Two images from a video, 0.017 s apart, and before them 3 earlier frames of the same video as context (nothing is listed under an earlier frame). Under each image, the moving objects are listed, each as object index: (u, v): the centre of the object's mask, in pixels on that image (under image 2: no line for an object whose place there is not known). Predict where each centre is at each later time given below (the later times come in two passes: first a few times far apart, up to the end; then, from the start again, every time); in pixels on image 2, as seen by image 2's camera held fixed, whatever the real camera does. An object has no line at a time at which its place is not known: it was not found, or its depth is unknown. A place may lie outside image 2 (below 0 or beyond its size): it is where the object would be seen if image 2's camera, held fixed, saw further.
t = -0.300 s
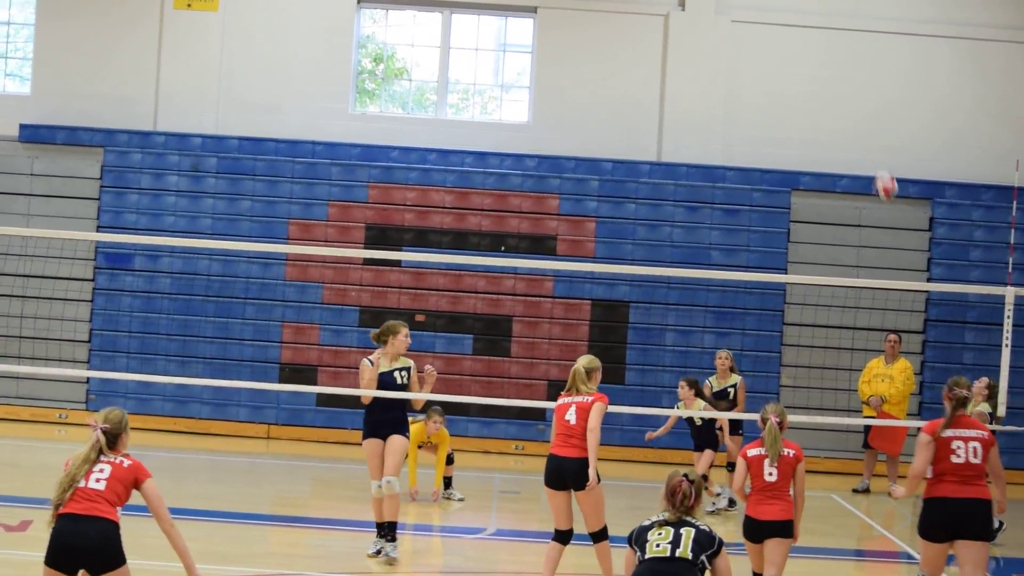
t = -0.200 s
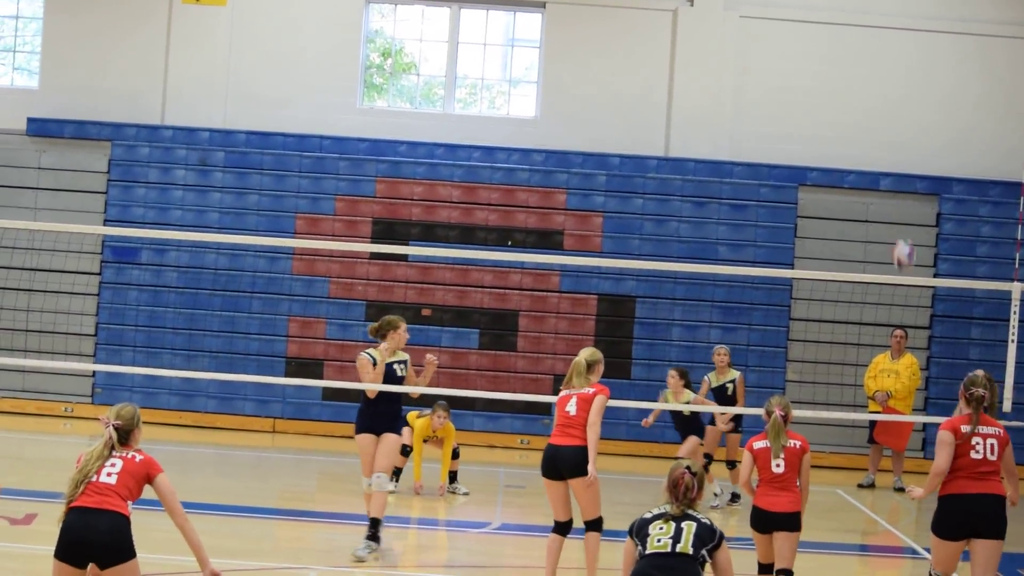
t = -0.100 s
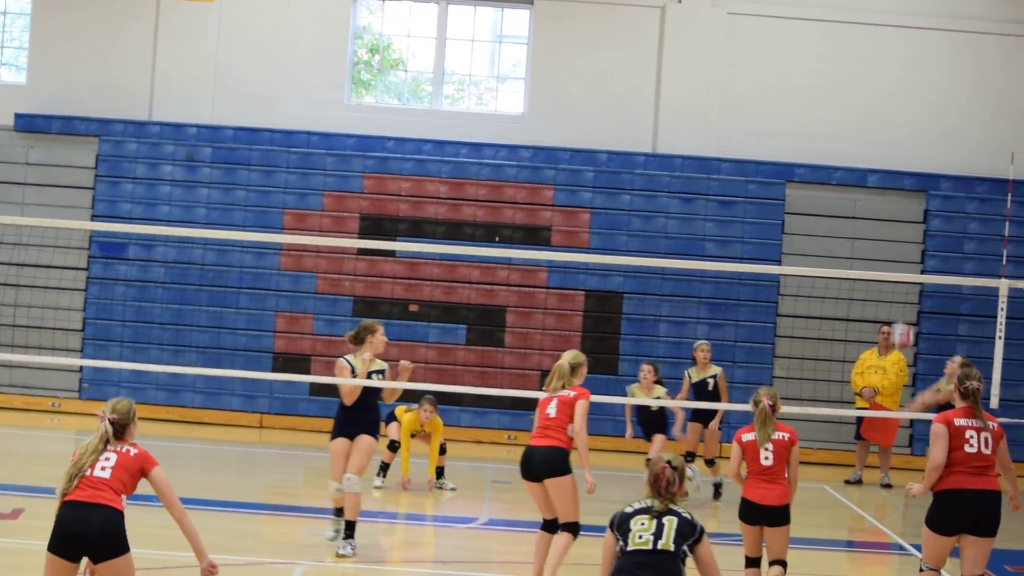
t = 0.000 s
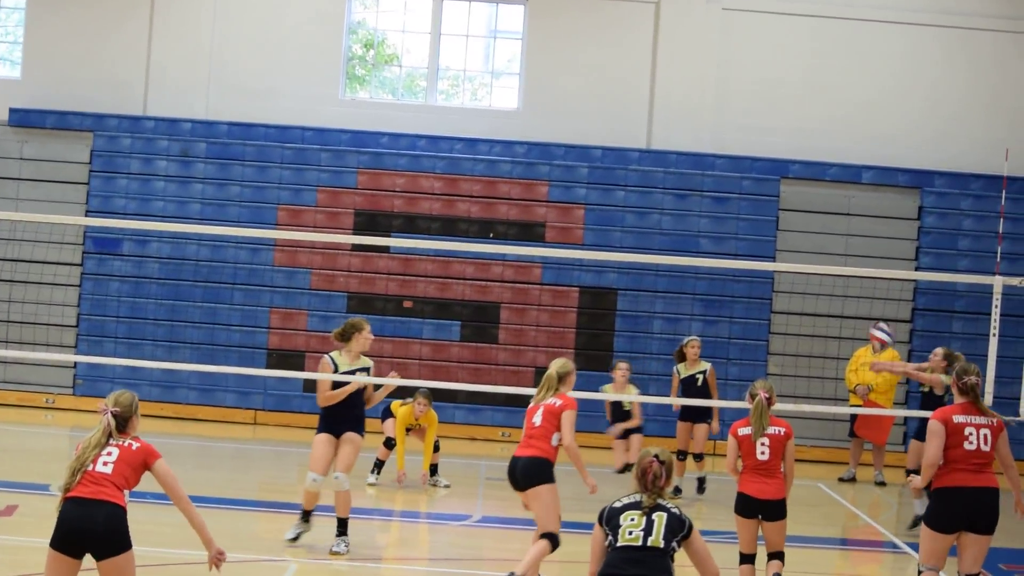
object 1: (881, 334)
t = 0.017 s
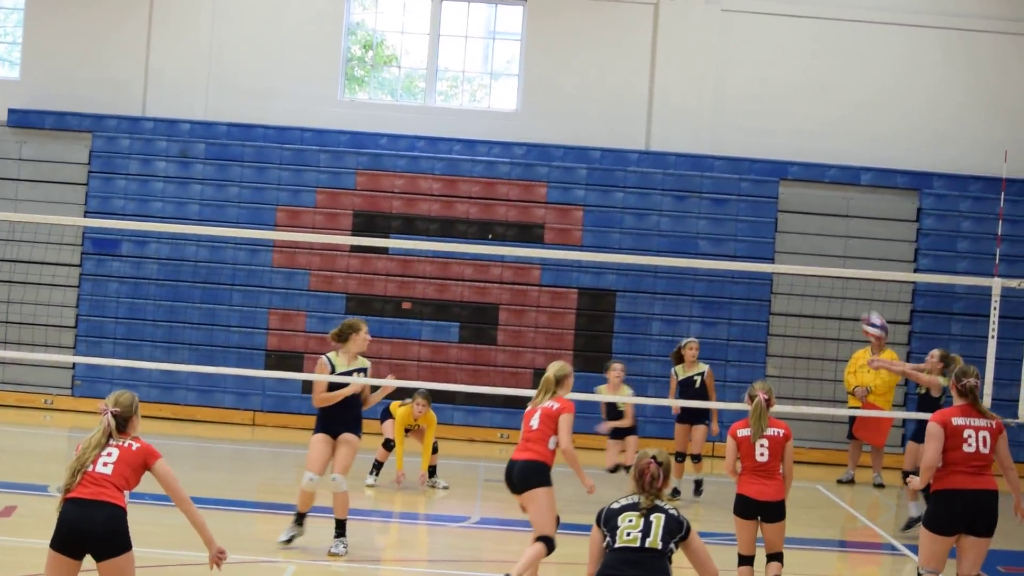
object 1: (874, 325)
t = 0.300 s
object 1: (757, 163)
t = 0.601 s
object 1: (595, 89)
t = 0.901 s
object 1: (389, 155)
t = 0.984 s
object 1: (324, 206)
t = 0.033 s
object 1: (868, 313)
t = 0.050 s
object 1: (862, 301)
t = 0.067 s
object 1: (856, 289)
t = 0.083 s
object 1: (850, 281)
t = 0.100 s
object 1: (843, 265)
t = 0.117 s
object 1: (835, 256)
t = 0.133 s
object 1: (829, 247)
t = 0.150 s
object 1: (822, 238)
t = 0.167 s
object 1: (815, 228)
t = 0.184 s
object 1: (808, 218)
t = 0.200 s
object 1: (800, 208)
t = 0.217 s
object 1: (793, 201)
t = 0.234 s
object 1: (786, 192)
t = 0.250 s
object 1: (779, 183)
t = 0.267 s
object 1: (772, 176)
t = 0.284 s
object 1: (765, 170)
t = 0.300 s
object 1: (757, 163)
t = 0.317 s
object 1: (749, 155)
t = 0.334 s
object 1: (742, 149)
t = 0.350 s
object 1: (732, 142)
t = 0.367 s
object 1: (722, 134)
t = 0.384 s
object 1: (714, 129)
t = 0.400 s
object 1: (707, 126)
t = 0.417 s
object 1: (698, 120)
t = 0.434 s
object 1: (689, 114)
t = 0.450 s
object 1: (680, 110)
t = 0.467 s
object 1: (670, 107)
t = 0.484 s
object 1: (662, 102)
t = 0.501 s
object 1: (652, 100)
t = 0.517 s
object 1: (645, 96)
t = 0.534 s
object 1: (633, 94)
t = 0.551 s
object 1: (623, 92)
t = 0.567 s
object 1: (612, 91)
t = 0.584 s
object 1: (604, 91)
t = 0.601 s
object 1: (595, 89)
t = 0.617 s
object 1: (585, 89)
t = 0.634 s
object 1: (573, 88)
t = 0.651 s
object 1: (563, 89)
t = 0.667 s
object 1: (552, 92)
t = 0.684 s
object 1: (542, 93)
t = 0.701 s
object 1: (534, 96)
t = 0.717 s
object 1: (521, 96)
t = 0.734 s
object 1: (511, 100)
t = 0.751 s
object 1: (498, 103)
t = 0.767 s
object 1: (487, 108)
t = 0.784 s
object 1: (476, 112)
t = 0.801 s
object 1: (463, 116)
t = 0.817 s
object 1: (451, 121)
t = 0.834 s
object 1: (440, 128)
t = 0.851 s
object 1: (426, 135)
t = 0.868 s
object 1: (413, 141)
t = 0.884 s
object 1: (400, 149)
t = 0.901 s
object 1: (389, 155)
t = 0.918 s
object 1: (375, 165)
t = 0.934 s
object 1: (362, 173)
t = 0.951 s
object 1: (350, 185)
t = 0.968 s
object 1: (336, 194)
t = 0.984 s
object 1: (324, 206)
